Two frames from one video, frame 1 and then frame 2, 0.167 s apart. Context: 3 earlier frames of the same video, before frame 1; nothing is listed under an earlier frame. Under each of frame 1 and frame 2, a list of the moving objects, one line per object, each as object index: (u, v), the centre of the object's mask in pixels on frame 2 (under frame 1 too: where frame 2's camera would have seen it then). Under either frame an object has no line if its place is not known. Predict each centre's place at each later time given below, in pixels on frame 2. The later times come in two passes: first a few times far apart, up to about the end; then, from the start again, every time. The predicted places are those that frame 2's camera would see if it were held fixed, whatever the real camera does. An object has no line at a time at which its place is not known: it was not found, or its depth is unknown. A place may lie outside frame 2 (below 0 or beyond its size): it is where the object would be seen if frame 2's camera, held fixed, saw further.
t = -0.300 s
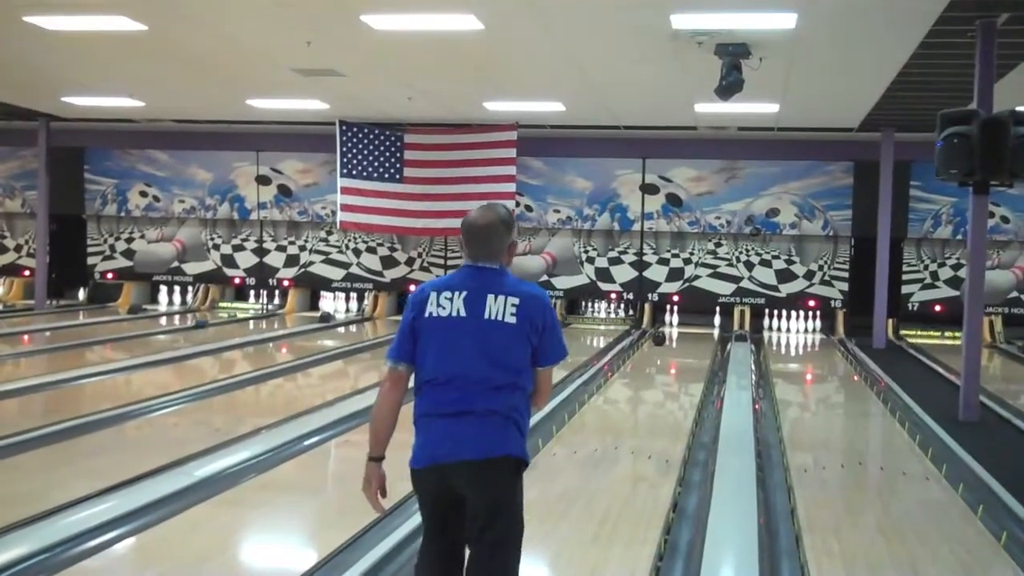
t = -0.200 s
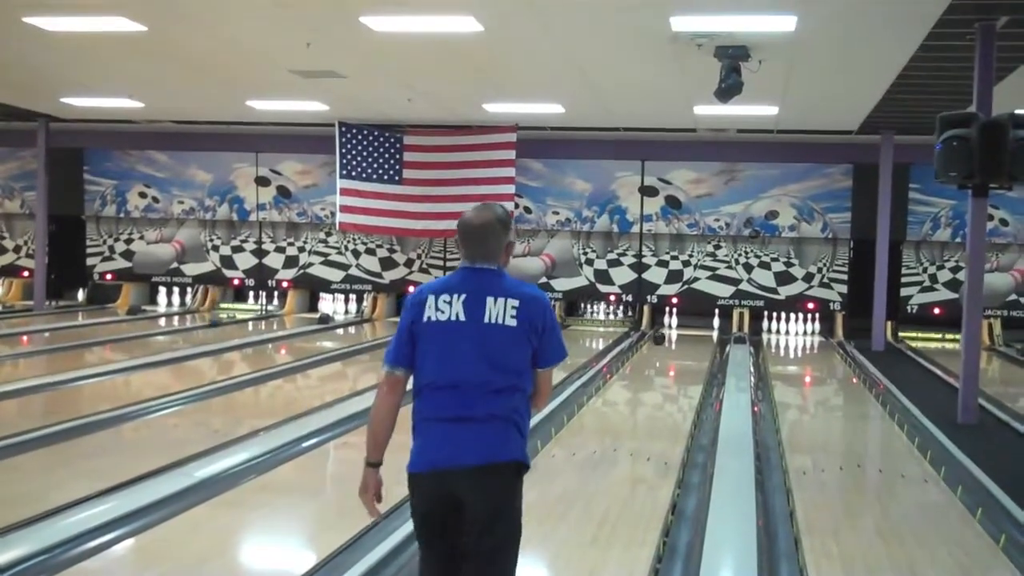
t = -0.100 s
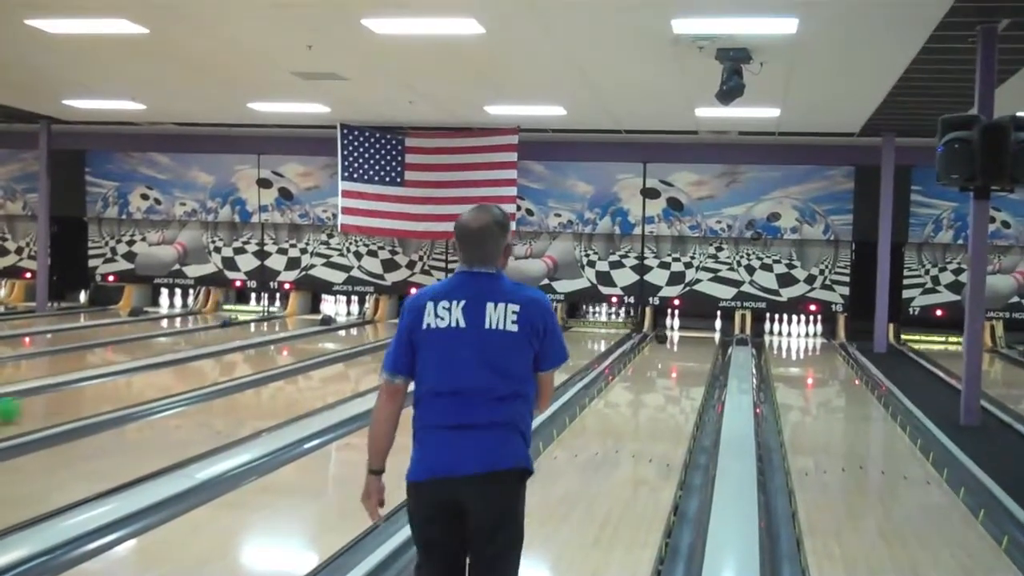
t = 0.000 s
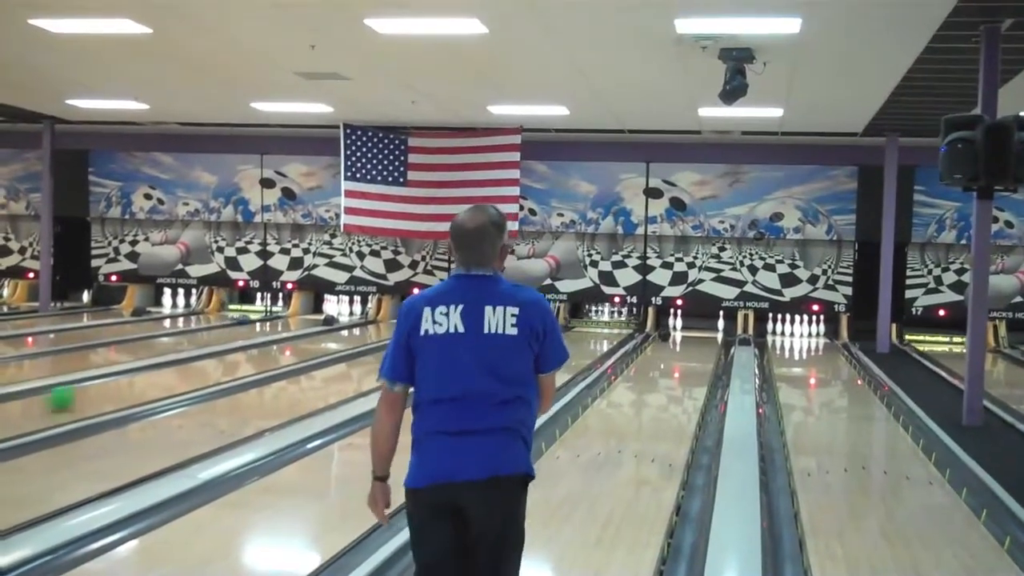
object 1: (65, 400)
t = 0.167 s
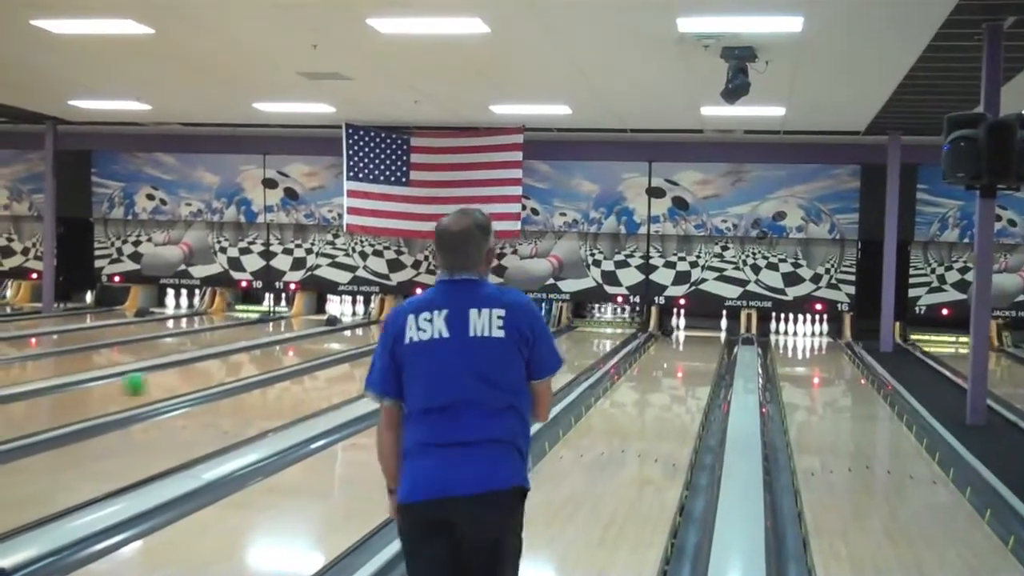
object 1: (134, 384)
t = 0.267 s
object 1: (171, 375)
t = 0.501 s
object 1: (240, 360)
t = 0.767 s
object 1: (301, 346)
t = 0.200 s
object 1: (146, 381)
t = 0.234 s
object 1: (159, 378)
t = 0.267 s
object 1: (171, 375)
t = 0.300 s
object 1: (182, 372)
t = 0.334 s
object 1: (193, 370)
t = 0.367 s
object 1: (202, 369)
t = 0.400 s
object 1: (212, 366)
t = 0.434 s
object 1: (222, 364)
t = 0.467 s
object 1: (231, 362)
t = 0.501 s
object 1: (240, 360)
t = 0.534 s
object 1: (249, 358)
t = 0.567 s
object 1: (257, 356)
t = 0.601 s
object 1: (265, 354)
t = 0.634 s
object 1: (272, 353)
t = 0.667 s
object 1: (279, 350)
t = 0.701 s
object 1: (288, 348)
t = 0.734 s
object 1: (294, 346)
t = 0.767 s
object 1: (301, 346)
